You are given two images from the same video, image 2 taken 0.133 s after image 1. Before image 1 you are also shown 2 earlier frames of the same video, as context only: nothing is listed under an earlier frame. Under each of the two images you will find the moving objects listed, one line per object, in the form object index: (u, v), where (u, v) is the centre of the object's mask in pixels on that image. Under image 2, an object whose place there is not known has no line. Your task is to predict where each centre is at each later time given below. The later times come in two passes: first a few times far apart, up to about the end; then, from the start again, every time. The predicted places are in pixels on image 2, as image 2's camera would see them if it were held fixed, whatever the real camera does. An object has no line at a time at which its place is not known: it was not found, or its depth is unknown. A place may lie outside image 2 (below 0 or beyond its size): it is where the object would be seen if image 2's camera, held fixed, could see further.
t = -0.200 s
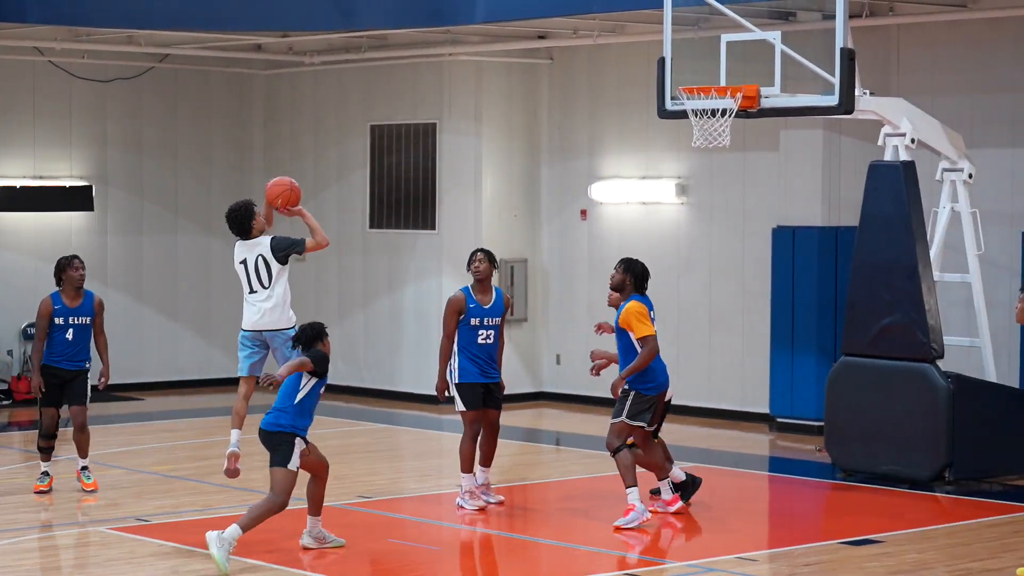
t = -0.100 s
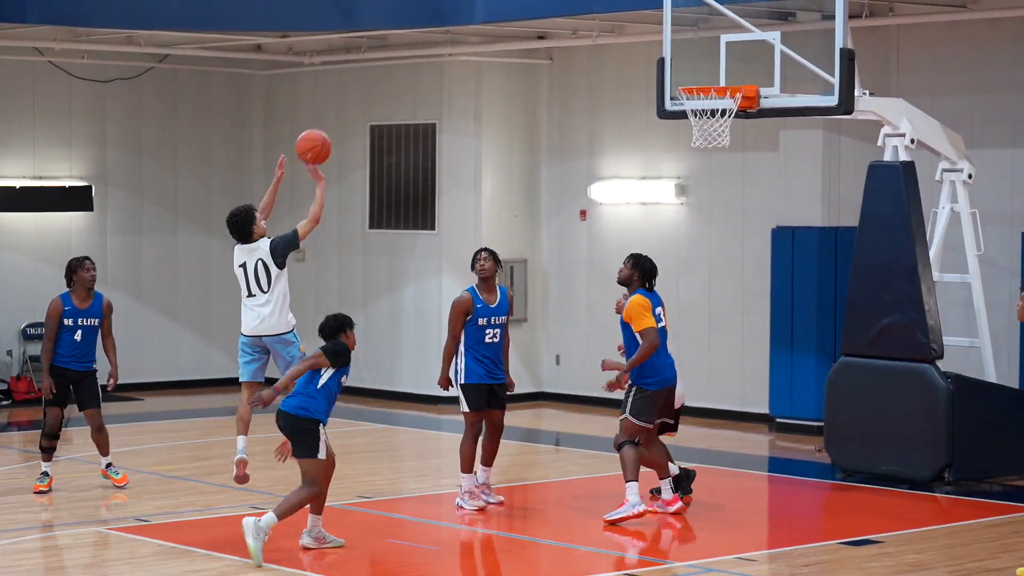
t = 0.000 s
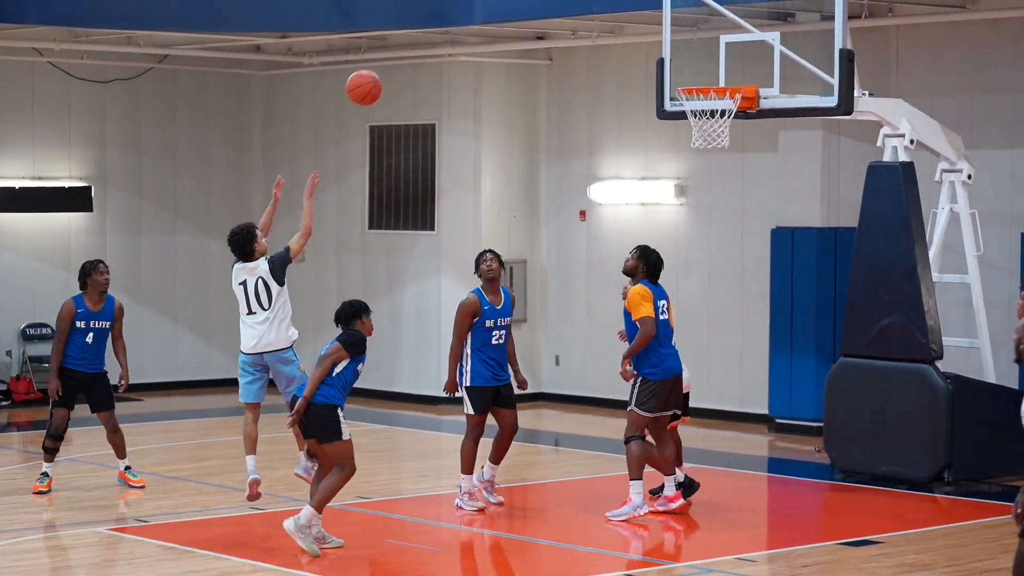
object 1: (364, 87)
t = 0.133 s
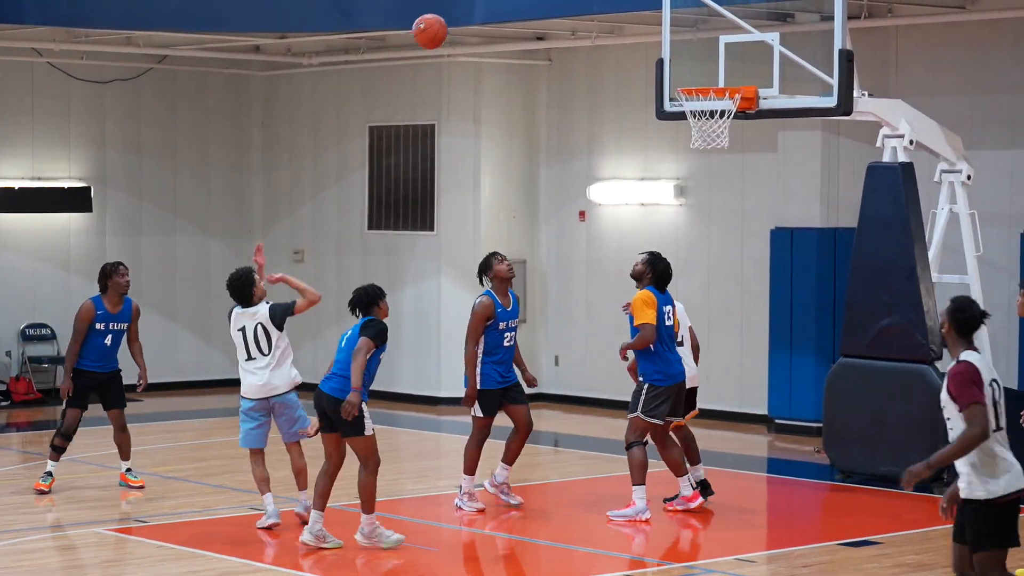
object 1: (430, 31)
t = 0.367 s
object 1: (541, 5)
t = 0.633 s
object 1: (659, 45)
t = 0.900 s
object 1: (734, 132)
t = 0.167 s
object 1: (446, 21)
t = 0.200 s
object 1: (462, 14)
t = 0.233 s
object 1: (478, 10)
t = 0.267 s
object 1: (494, 8)
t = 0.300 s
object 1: (510, 7)
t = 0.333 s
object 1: (525, 6)
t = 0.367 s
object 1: (541, 5)
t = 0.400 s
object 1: (556, 6)
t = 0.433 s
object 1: (571, 7)
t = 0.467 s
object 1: (586, 8)
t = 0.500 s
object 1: (601, 11)
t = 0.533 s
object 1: (616, 15)
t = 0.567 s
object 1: (630, 24)
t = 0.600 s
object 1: (645, 34)
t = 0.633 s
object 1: (659, 45)
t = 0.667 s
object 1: (674, 58)
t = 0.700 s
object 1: (687, 72)
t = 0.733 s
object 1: (701, 86)
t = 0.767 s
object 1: (715, 104)
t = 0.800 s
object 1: (727, 115)
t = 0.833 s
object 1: (731, 121)
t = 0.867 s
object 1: (729, 129)
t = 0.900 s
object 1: (734, 132)
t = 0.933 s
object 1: (737, 136)
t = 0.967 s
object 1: (739, 140)
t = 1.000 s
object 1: (740, 147)
